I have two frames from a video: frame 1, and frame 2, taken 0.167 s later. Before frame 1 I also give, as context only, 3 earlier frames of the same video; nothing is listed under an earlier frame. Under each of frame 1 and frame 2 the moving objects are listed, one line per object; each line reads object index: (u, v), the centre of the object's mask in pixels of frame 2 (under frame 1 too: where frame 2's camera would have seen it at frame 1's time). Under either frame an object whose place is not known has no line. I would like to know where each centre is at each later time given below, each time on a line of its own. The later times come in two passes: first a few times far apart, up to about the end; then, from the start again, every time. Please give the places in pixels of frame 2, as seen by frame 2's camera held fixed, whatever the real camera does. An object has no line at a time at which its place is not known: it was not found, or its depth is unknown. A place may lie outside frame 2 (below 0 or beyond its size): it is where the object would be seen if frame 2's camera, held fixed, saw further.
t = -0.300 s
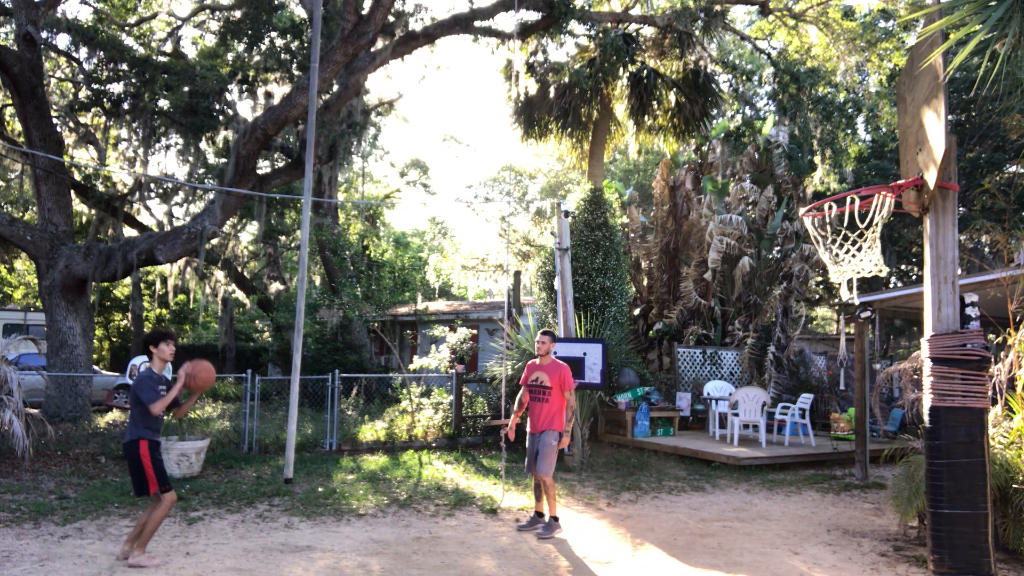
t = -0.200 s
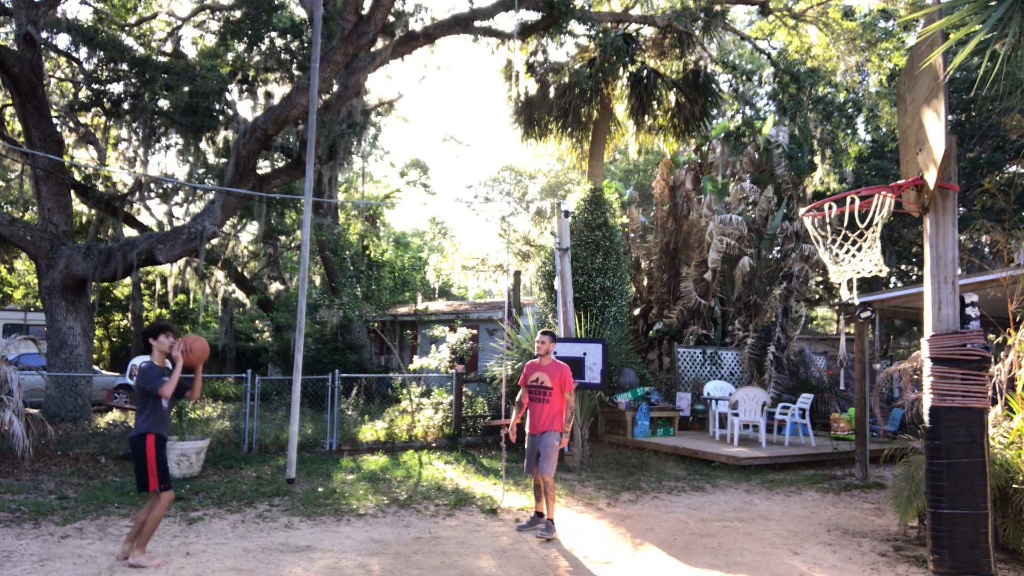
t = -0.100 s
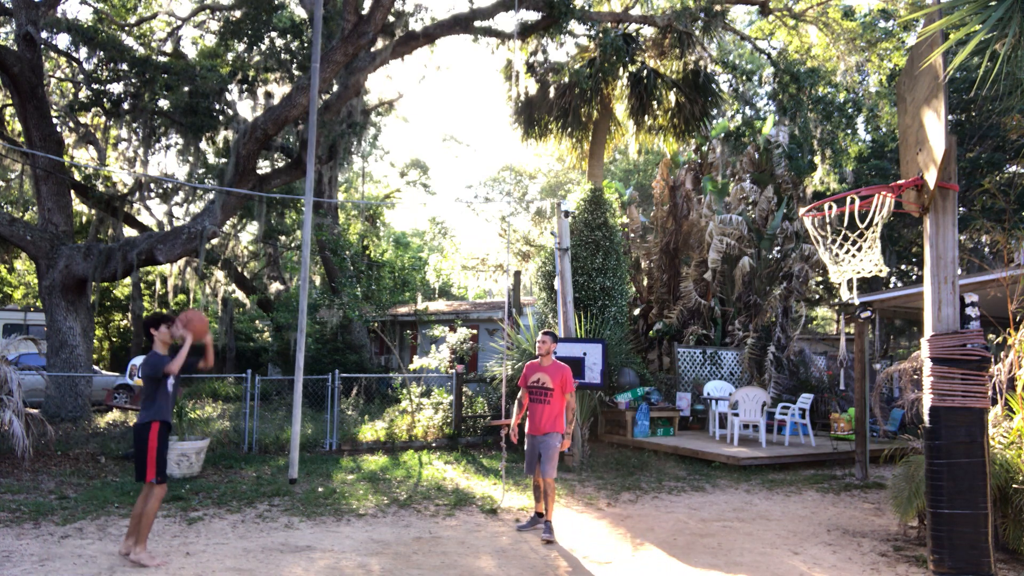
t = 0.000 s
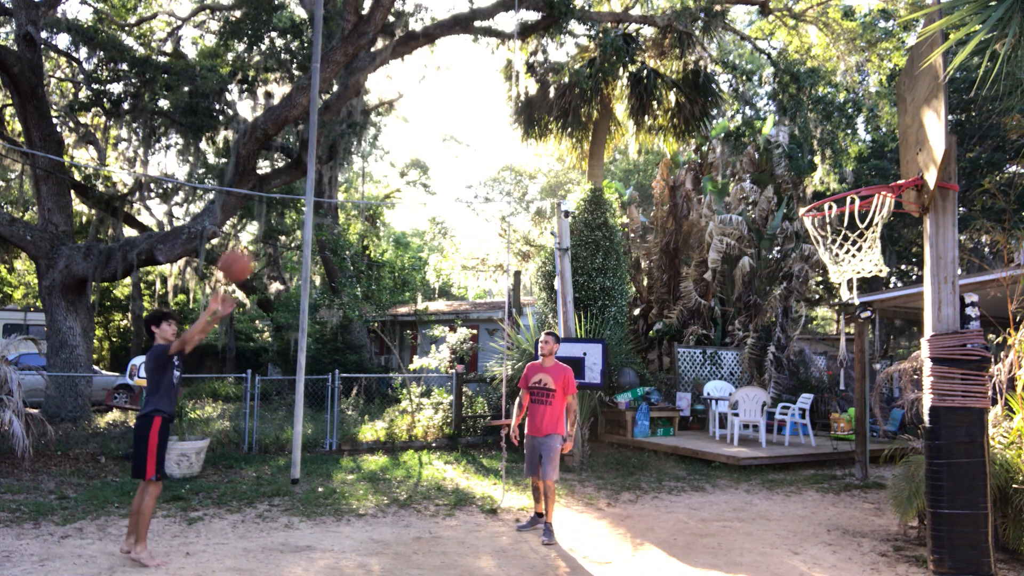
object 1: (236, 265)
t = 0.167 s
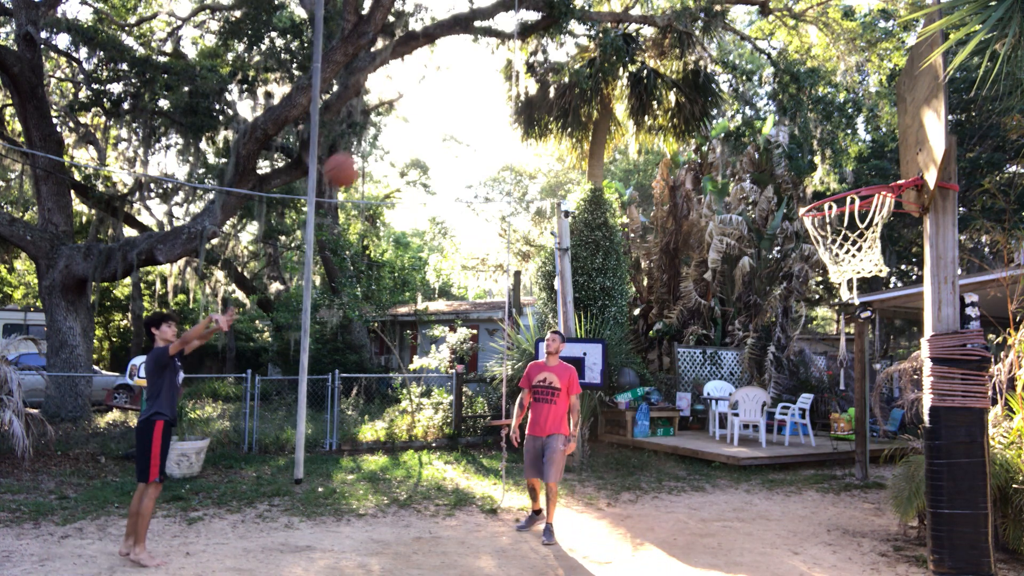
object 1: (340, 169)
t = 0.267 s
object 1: (408, 129)
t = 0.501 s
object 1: (573, 84)
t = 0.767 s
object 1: (784, 131)
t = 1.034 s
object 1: (735, 168)
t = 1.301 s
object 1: (554, 237)
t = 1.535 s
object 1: (413, 365)
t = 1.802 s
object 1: (275, 545)
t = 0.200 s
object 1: (362, 154)
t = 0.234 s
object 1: (383, 142)
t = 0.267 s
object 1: (408, 129)
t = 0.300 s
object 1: (431, 120)
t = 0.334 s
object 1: (454, 109)
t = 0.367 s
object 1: (476, 102)
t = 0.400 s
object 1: (502, 93)
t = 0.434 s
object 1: (526, 89)
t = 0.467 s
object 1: (548, 86)
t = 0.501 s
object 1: (573, 84)
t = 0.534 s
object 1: (594, 83)
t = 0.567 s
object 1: (621, 85)
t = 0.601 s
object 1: (646, 88)
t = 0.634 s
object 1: (674, 93)
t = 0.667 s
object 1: (699, 99)
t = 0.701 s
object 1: (726, 107)
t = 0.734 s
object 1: (753, 118)
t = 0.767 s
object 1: (784, 131)
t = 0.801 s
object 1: (812, 145)
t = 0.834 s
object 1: (842, 163)
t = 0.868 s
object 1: (869, 181)
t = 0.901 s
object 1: (842, 173)
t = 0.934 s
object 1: (813, 170)
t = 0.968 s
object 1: (787, 168)
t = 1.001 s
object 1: (761, 167)
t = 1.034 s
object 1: (735, 168)
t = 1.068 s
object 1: (708, 172)
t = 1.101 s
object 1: (684, 177)
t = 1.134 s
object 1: (660, 184)
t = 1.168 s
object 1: (638, 191)
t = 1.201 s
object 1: (616, 200)
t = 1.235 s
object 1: (594, 212)
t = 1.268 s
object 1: (574, 224)
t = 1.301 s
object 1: (554, 237)
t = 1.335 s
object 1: (530, 252)
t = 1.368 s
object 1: (511, 268)
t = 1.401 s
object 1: (490, 285)
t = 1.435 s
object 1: (471, 306)
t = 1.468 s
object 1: (453, 321)
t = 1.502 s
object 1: (432, 343)
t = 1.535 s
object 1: (413, 365)
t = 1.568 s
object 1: (393, 390)
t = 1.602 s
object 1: (378, 411)
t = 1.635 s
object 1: (357, 440)
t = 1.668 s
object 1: (341, 464)
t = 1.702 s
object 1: (322, 493)
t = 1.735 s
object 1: (306, 519)
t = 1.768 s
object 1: (288, 550)
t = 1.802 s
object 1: (275, 545)
